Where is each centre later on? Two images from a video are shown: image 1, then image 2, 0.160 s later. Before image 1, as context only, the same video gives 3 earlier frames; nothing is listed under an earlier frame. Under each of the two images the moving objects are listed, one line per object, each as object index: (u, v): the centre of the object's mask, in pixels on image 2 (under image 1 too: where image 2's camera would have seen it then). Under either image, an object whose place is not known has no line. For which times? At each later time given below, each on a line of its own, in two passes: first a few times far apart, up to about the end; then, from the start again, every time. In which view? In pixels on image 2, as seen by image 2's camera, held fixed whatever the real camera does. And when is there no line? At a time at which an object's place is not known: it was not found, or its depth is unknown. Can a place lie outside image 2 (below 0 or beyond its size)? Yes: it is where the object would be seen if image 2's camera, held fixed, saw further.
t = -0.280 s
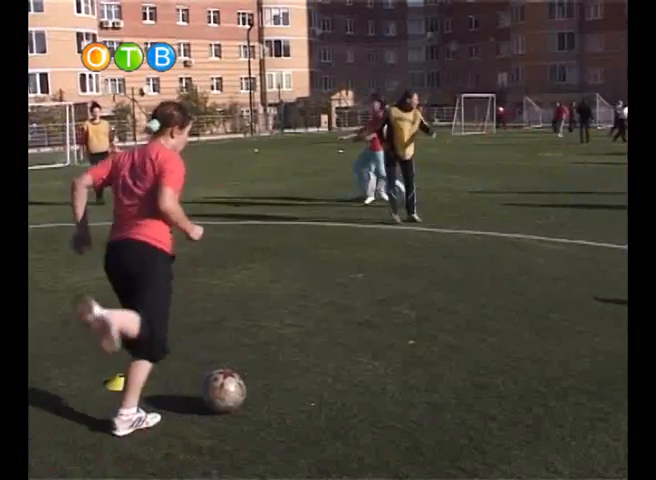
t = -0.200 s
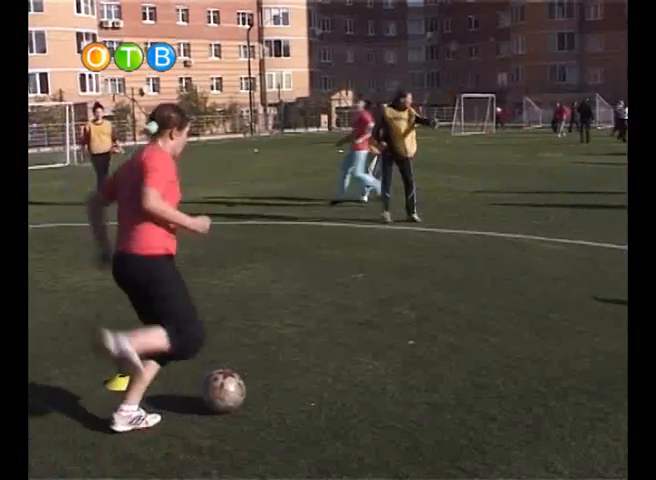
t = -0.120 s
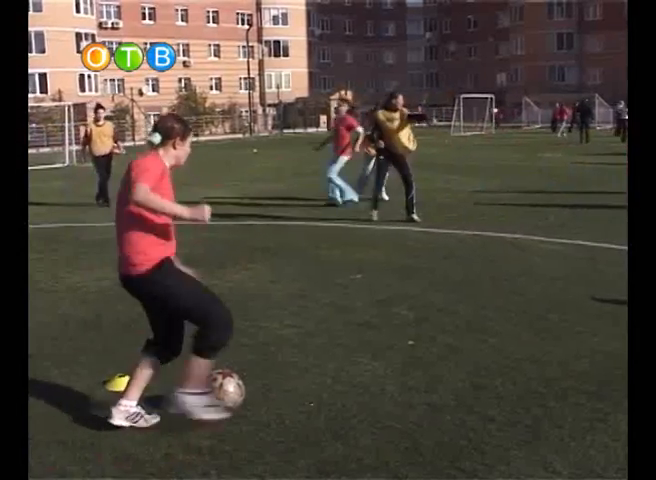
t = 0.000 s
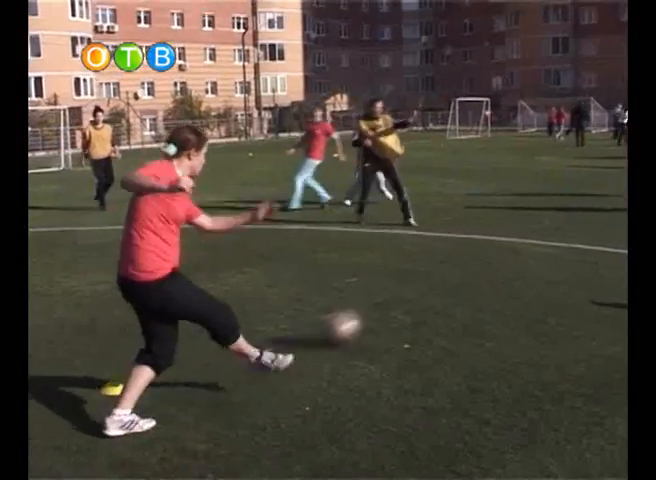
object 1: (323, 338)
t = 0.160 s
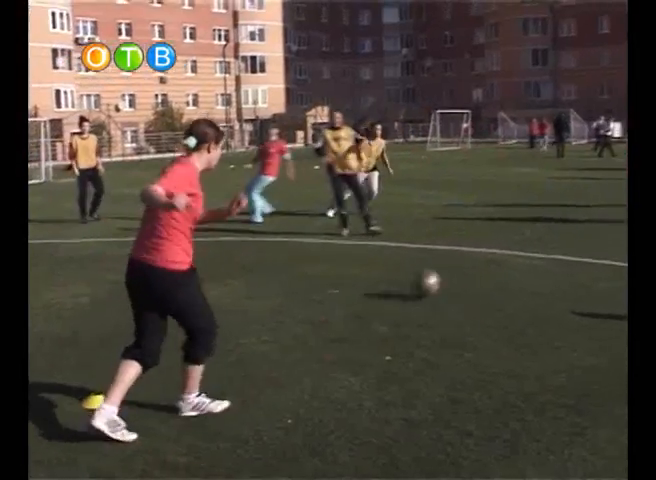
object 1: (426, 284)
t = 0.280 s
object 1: (473, 262)
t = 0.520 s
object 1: (530, 233)
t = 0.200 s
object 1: (444, 275)
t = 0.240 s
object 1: (460, 268)
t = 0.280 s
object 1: (473, 262)
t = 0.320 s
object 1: (485, 255)
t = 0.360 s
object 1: (496, 248)
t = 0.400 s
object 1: (506, 242)
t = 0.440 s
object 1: (515, 239)
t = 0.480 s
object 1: (523, 236)
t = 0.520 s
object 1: (530, 233)
